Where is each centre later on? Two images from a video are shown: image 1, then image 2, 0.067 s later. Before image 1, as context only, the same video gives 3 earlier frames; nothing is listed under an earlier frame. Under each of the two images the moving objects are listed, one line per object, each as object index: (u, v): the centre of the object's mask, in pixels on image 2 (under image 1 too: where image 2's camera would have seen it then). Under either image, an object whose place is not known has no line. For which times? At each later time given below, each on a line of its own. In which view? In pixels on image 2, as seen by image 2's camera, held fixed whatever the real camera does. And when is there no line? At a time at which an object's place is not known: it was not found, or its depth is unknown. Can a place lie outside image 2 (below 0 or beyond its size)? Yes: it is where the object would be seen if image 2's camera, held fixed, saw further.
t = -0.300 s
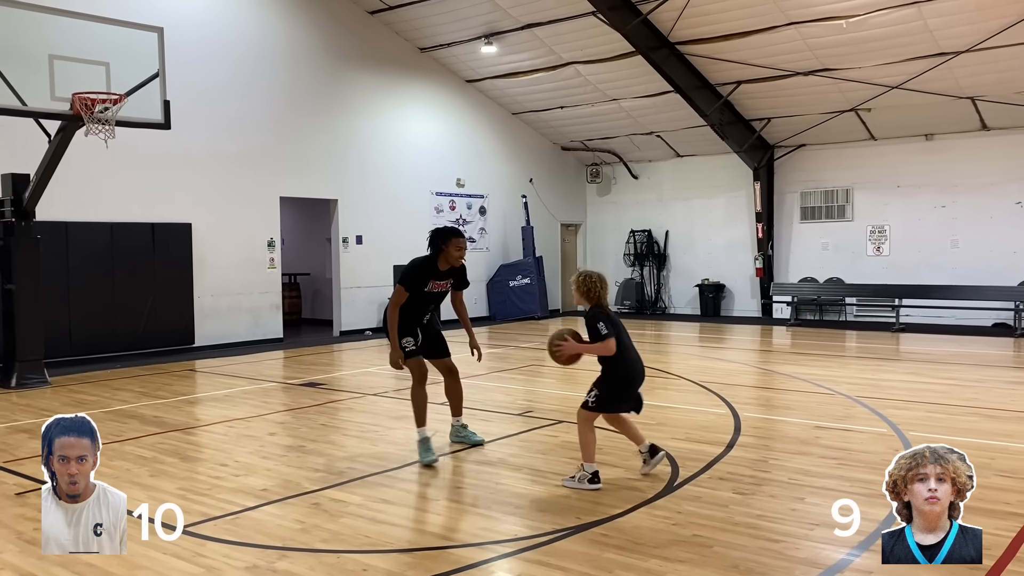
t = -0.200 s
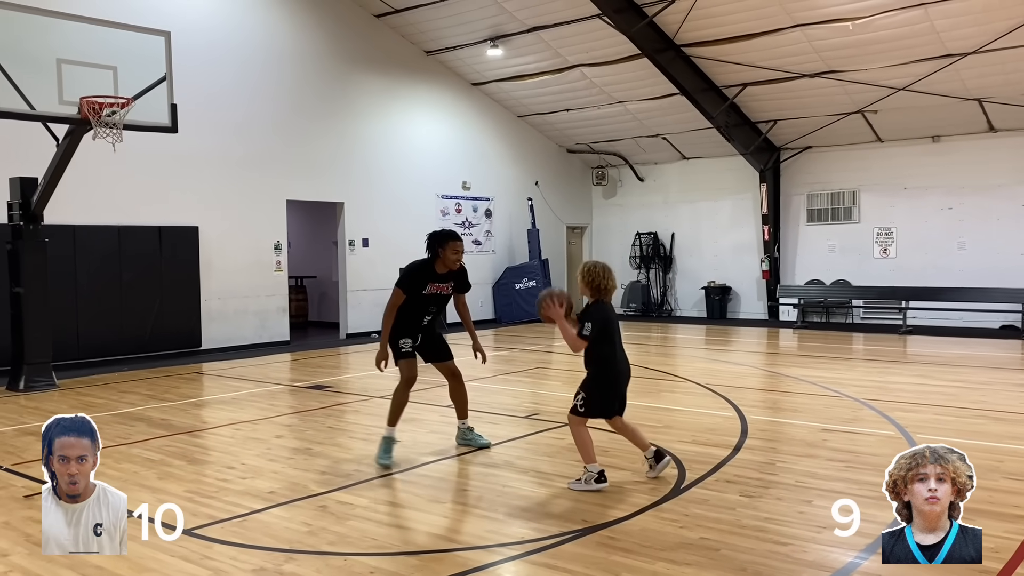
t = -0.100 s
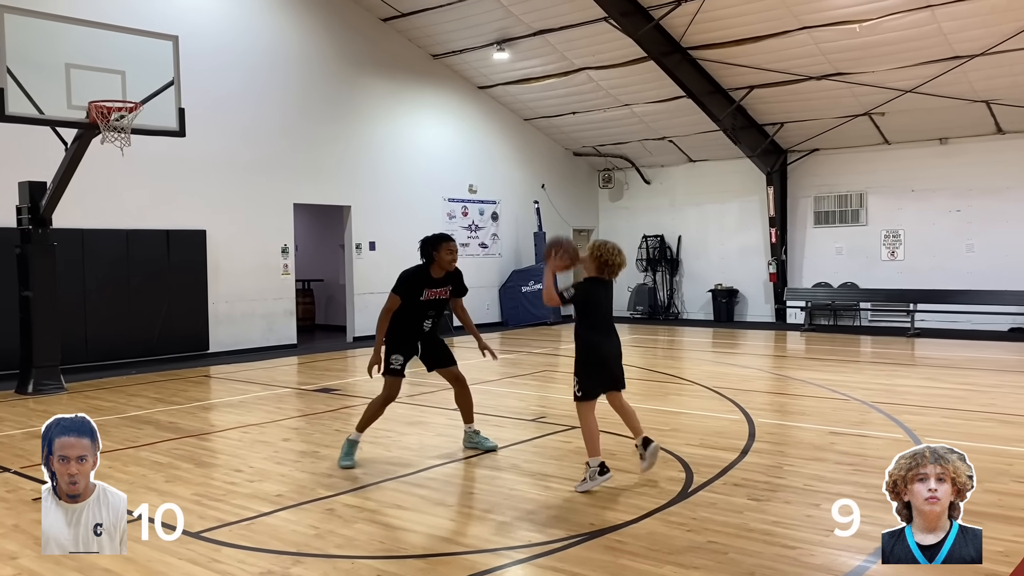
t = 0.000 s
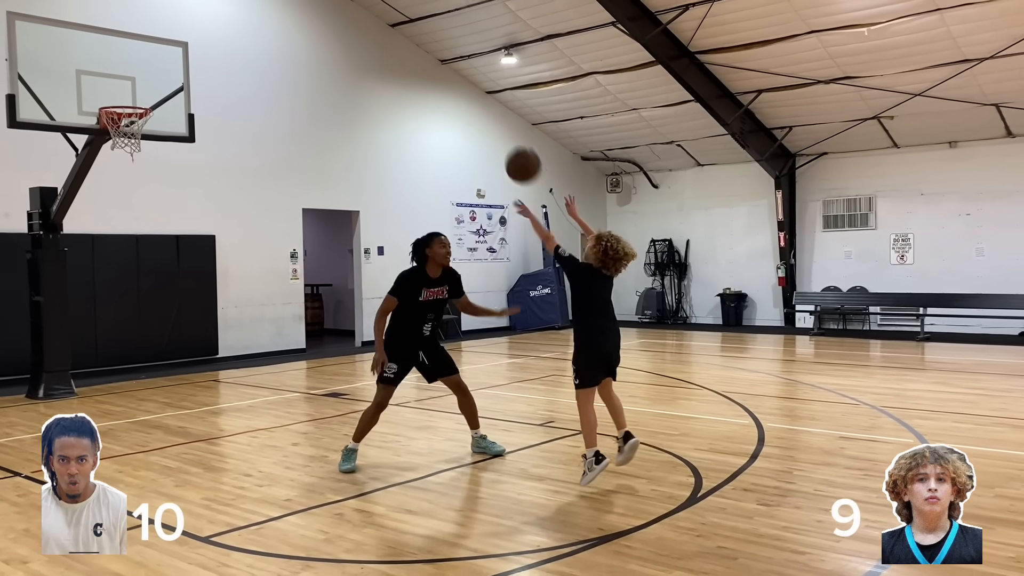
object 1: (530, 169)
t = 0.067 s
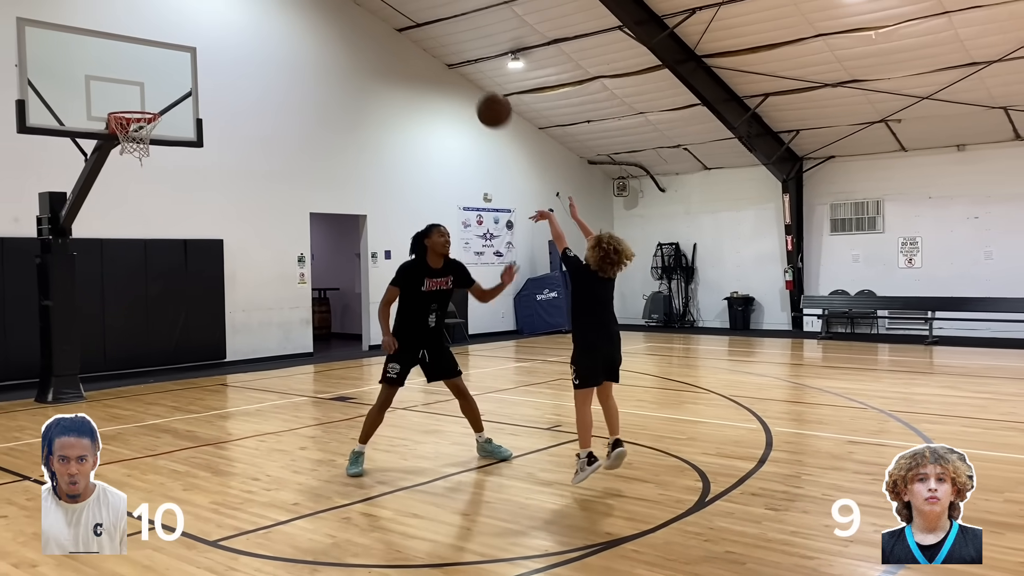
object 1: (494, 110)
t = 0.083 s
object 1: (485, 97)
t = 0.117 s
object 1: (470, 73)
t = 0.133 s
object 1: (461, 62)
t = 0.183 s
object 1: (437, 31)
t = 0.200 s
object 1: (430, 22)
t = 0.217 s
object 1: (423, 13)
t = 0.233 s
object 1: (415, 6)
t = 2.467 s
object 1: (116, 255)
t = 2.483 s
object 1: (116, 256)
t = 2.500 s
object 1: (116, 258)
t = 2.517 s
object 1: (116, 260)
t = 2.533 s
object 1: (116, 262)
